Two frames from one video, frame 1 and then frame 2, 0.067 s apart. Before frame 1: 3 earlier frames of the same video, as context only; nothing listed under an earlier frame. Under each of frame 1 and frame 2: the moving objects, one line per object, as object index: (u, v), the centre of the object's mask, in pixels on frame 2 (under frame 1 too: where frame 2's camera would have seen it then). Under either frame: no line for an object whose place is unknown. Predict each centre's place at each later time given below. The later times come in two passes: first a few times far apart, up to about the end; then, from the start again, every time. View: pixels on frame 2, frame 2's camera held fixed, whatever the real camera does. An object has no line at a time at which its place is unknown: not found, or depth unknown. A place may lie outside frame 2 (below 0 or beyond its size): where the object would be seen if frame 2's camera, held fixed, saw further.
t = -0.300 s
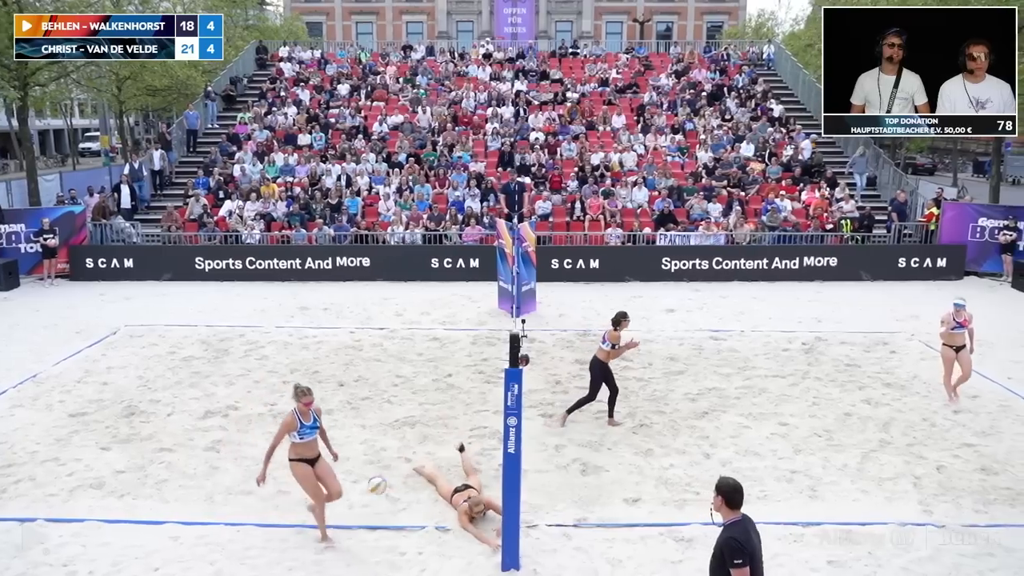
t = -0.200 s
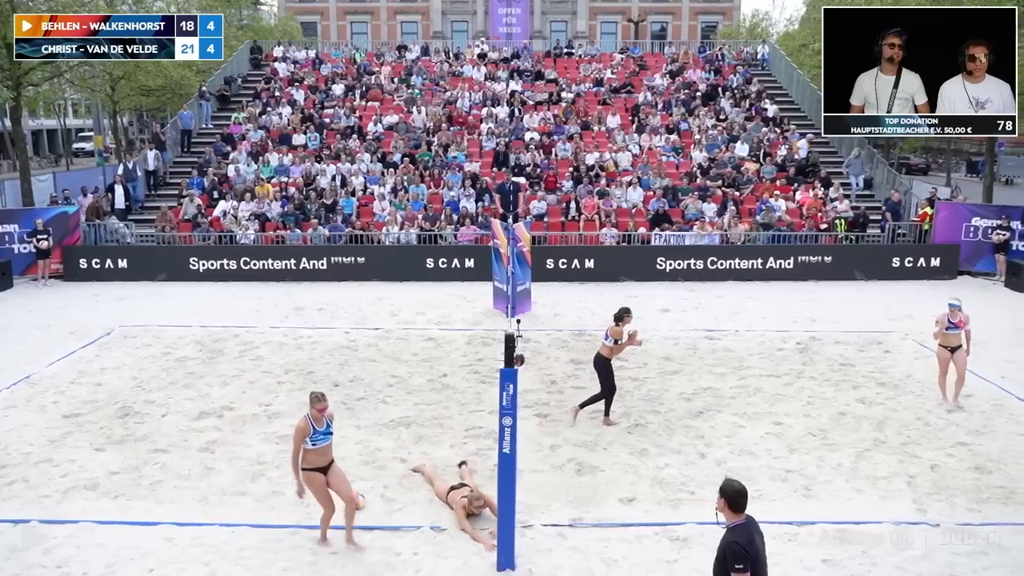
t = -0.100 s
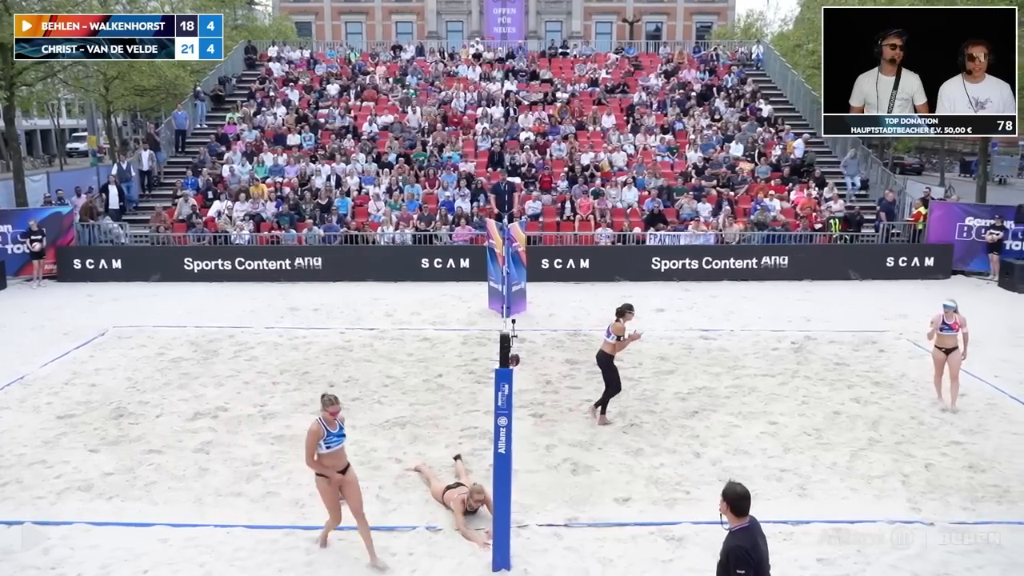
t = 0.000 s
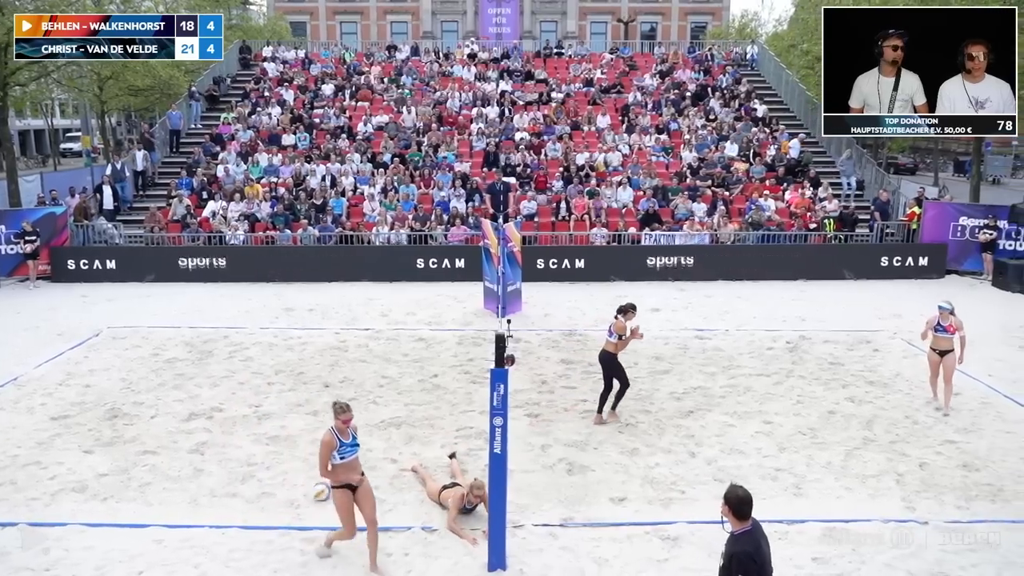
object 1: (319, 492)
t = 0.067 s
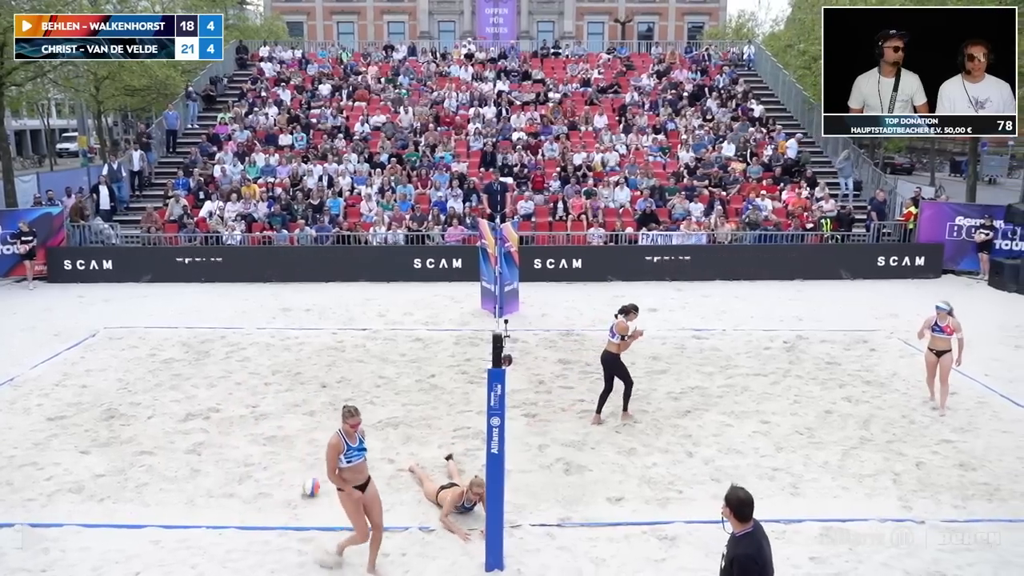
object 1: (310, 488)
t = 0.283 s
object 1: (294, 477)
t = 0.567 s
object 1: (277, 471)
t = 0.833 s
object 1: (267, 466)
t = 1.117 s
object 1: (261, 465)
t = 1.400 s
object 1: (259, 465)
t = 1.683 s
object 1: (262, 466)
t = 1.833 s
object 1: (263, 466)
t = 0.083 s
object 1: (308, 487)
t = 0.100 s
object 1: (307, 486)
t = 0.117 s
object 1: (305, 486)
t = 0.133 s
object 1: (305, 484)
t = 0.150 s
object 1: (304, 483)
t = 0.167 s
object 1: (303, 482)
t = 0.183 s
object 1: (302, 481)
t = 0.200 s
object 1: (300, 480)
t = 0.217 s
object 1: (299, 479)
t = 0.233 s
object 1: (298, 479)
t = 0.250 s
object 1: (296, 479)
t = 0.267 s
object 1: (295, 478)
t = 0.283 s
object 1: (294, 477)
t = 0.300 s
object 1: (293, 477)
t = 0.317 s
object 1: (292, 477)
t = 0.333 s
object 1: (291, 476)
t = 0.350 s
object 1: (290, 475)
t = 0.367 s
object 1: (289, 476)
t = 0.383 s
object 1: (288, 475)
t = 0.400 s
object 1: (287, 474)
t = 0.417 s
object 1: (286, 474)
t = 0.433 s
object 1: (285, 473)
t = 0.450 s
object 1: (284, 473)
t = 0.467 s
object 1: (283, 473)
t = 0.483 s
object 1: (282, 472)
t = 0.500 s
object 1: (281, 472)
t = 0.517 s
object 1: (280, 471)
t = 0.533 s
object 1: (279, 471)
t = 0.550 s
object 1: (277, 471)
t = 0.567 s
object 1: (277, 471)
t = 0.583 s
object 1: (276, 471)
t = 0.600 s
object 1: (276, 471)
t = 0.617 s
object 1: (275, 470)
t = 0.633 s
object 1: (274, 470)
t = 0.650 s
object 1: (273, 469)
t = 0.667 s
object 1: (273, 469)
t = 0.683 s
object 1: (273, 468)
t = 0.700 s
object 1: (272, 468)
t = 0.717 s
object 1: (271, 468)
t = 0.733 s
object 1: (271, 467)
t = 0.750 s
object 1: (270, 467)
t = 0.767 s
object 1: (270, 467)
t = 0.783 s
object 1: (269, 467)
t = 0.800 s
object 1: (269, 466)
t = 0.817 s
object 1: (268, 466)
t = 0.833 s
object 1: (267, 466)
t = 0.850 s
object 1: (267, 466)
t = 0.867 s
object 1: (267, 466)
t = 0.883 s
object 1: (267, 466)
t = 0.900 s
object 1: (266, 466)
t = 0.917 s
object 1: (265, 466)
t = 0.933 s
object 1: (265, 466)
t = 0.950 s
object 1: (265, 466)
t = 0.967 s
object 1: (264, 466)
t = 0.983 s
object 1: (264, 466)
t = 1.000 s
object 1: (263, 466)
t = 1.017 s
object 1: (263, 466)
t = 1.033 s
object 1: (263, 466)
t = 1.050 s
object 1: (262, 466)
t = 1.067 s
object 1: (262, 466)
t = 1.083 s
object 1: (261, 466)
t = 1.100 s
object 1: (261, 465)
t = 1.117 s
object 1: (261, 465)
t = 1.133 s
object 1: (260, 465)
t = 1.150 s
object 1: (260, 465)
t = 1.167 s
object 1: (260, 465)
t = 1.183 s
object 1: (260, 465)
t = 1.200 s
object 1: (259, 465)
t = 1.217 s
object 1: (259, 465)
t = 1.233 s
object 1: (259, 465)
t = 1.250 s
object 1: (258, 465)
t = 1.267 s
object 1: (258, 465)
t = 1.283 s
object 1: (259, 465)
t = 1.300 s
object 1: (259, 465)
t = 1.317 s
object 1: (259, 465)
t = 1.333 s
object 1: (259, 465)
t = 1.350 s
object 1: (258, 465)
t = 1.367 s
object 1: (259, 465)
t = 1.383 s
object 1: (259, 465)
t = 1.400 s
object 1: (259, 465)
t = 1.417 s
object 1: (259, 465)
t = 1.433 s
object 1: (259, 465)
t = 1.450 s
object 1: (260, 465)
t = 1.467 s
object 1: (260, 465)
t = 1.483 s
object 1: (260, 465)
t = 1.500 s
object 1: (260, 465)
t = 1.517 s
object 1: (260, 465)
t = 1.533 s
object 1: (261, 465)
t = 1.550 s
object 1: (261, 465)
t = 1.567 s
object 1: (261, 466)
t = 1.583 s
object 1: (261, 466)
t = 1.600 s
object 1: (262, 466)
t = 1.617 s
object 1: (262, 465)
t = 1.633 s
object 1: (262, 466)
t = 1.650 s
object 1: (262, 466)
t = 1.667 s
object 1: (262, 466)
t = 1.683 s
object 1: (262, 466)
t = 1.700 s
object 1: (263, 466)
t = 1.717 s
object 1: (263, 466)
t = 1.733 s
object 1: (263, 466)
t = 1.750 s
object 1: (263, 466)
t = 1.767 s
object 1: (263, 466)
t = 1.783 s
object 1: (263, 466)
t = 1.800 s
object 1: (263, 466)
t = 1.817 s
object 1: (263, 466)
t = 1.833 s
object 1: (263, 466)
